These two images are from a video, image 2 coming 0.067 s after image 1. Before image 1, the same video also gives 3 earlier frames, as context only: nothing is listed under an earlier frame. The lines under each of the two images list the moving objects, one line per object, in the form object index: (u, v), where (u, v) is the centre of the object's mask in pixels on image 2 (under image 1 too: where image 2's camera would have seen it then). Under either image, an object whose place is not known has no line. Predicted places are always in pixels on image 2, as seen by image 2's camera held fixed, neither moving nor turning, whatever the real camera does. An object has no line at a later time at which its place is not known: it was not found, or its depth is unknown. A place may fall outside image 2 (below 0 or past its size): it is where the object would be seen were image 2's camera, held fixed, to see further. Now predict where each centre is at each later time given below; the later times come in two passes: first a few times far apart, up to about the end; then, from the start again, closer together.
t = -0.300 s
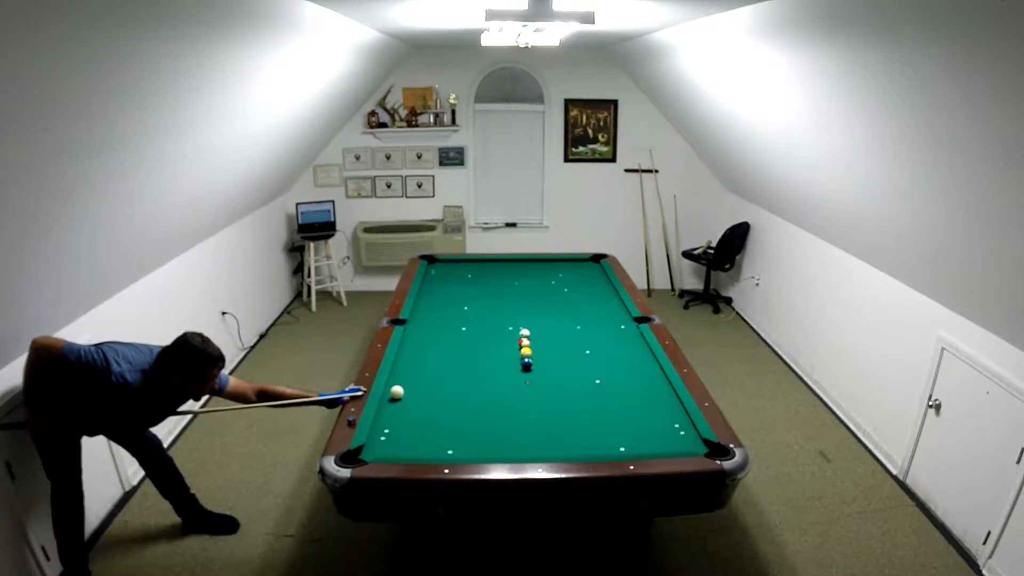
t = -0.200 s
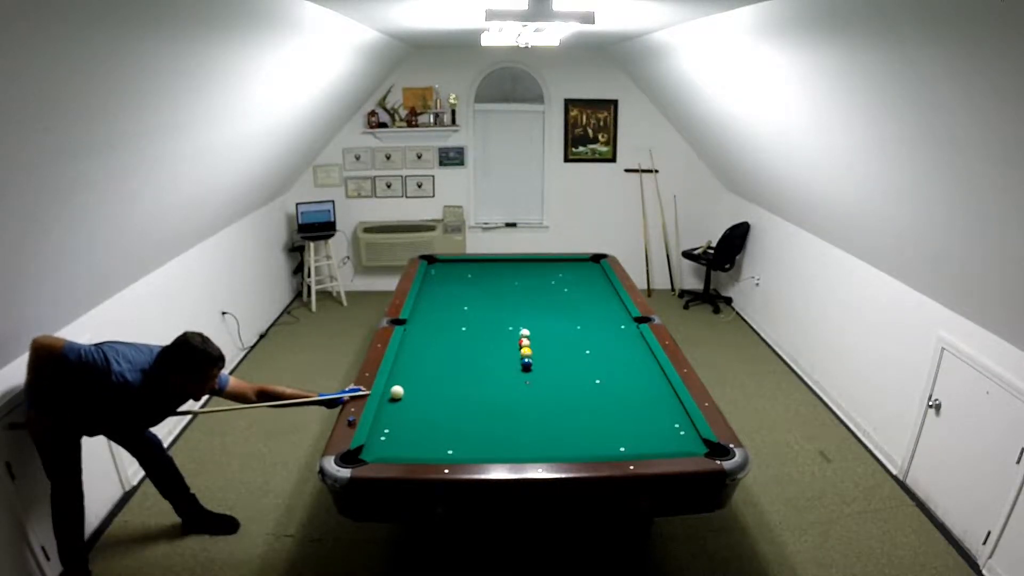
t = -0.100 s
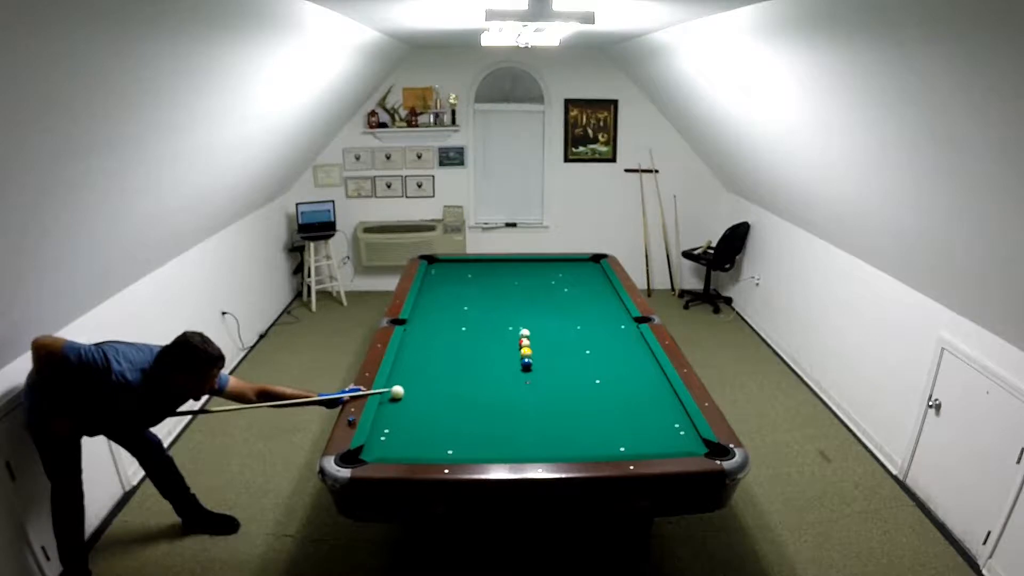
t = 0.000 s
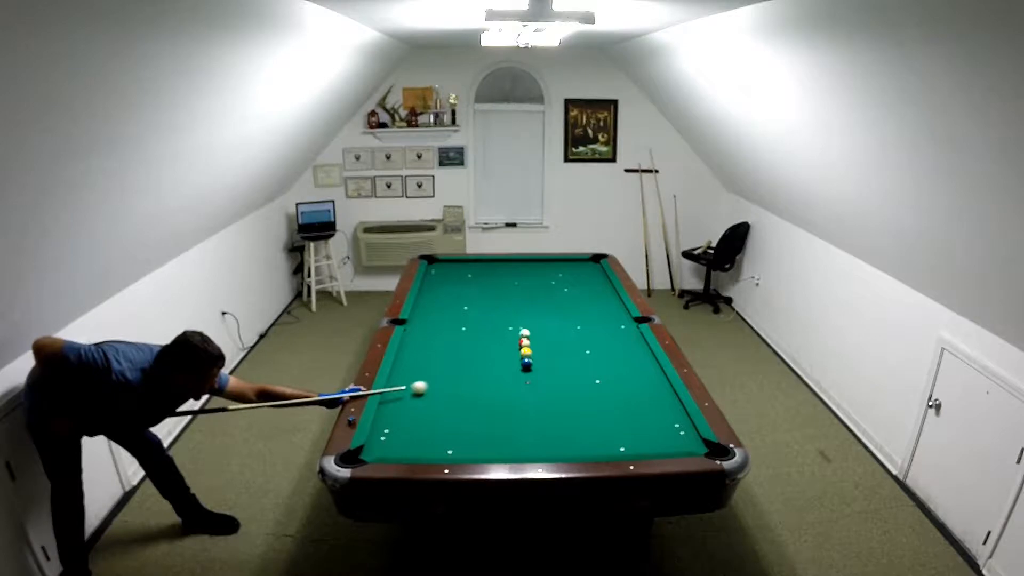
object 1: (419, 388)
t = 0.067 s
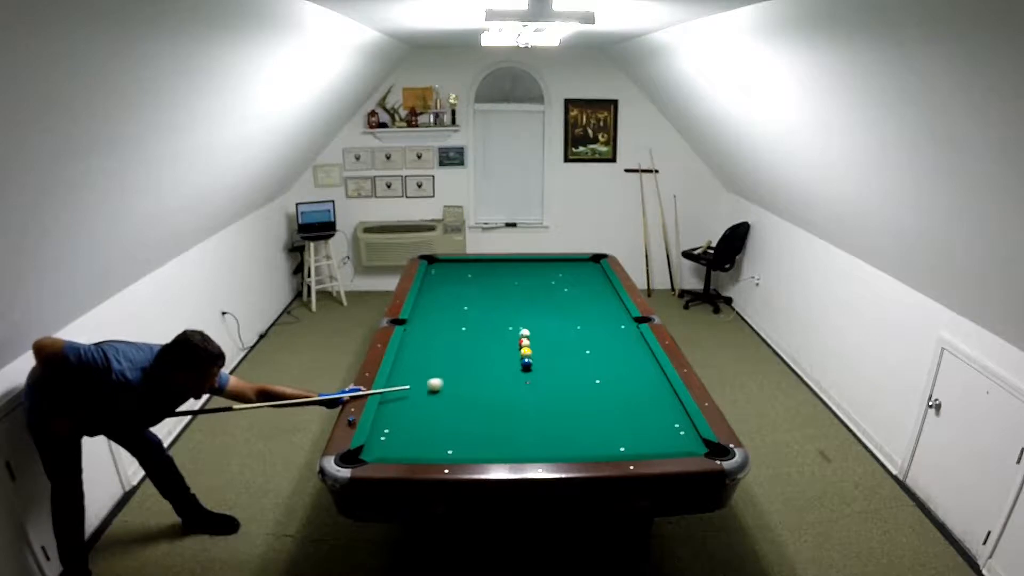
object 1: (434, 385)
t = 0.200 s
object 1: (465, 379)
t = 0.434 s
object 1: (514, 368)
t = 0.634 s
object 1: (528, 369)
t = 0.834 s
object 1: (542, 370)
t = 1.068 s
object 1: (557, 370)
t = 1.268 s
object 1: (569, 370)
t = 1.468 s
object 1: (580, 371)
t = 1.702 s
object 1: (592, 371)
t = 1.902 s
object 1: (602, 372)
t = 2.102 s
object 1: (611, 372)
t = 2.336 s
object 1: (620, 372)
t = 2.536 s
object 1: (628, 372)
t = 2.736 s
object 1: (634, 372)
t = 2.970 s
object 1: (640, 373)
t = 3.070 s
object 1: (644, 371)
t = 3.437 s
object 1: (646, 370)
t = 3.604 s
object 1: (652, 372)
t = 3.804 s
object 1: (655, 372)
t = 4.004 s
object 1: (656, 372)
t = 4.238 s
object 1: (657, 373)
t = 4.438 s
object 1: (657, 373)
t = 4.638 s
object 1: (657, 373)
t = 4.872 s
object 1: (657, 372)
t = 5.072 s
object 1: (657, 373)
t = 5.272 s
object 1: (657, 373)
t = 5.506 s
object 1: (657, 373)
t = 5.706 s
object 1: (657, 373)
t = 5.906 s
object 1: (657, 373)
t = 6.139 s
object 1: (657, 373)
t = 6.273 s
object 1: (657, 373)
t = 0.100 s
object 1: (442, 383)
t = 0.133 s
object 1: (450, 382)
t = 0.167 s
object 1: (458, 380)
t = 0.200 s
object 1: (465, 379)
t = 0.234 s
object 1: (472, 377)
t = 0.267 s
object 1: (479, 375)
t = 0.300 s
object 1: (486, 374)
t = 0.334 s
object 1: (494, 373)
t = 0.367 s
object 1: (500, 371)
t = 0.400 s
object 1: (507, 370)
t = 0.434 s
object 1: (514, 368)
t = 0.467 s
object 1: (518, 368)
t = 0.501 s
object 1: (519, 369)
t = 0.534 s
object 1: (521, 369)
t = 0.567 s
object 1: (524, 369)
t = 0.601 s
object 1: (526, 369)
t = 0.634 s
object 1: (528, 369)
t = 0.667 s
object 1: (530, 369)
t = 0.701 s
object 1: (533, 369)
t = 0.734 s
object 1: (535, 369)
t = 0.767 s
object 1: (538, 369)
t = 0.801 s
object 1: (540, 369)
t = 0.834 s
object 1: (542, 370)
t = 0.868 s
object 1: (544, 370)
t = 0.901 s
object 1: (546, 370)
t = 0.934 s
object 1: (549, 370)
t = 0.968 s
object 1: (551, 370)
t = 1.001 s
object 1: (553, 370)
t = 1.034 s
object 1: (555, 370)
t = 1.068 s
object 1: (557, 370)
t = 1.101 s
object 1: (559, 370)
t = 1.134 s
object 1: (561, 370)
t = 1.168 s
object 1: (563, 370)
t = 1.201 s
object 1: (565, 370)
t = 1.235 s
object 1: (567, 370)
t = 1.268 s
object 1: (569, 370)
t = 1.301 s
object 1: (571, 370)
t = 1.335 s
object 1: (573, 371)
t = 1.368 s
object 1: (575, 371)
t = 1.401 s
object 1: (577, 371)
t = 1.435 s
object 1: (578, 371)
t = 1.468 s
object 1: (580, 371)
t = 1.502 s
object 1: (582, 371)
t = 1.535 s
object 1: (584, 371)
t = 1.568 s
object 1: (586, 371)
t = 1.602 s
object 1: (587, 371)
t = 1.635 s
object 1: (589, 371)
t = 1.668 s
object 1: (591, 371)
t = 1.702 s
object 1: (592, 371)
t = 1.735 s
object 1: (594, 371)
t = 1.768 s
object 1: (596, 371)
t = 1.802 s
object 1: (597, 371)
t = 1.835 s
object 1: (599, 371)
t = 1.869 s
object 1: (601, 372)
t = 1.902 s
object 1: (602, 372)
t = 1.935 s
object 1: (604, 371)
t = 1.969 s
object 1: (605, 371)
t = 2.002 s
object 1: (607, 372)
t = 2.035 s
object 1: (608, 372)
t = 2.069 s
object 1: (610, 372)
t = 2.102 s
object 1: (611, 372)
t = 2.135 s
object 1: (612, 372)
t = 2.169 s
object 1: (614, 372)
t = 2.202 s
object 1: (615, 372)
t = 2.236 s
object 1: (617, 372)
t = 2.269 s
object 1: (618, 372)
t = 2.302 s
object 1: (619, 372)
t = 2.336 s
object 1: (620, 372)
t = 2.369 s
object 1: (622, 372)
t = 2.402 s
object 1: (623, 372)
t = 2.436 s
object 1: (624, 372)
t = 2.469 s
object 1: (625, 372)
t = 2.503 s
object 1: (626, 372)
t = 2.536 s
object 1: (628, 372)
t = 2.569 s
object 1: (629, 372)
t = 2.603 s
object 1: (630, 372)
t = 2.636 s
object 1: (631, 372)
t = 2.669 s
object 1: (632, 372)
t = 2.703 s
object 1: (633, 372)
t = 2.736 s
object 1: (634, 372)
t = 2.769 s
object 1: (635, 373)
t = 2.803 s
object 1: (636, 373)
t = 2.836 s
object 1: (637, 372)
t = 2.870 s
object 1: (638, 372)
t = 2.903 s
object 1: (638, 372)
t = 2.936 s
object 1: (639, 372)
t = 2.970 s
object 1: (640, 373)
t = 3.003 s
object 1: (641, 373)
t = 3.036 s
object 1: (642, 372)
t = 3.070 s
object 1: (644, 371)
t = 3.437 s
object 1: (646, 370)
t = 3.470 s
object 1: (650, 371)
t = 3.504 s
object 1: (651, 372)
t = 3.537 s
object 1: (651, 372)
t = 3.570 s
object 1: (652, 372)
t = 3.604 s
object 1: (652, 372)
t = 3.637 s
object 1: (653, 372)
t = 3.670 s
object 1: (653, 372)
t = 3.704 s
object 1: (653, 372)
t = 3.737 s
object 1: (654, 372)
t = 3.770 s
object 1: (654, 372)
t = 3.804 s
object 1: (655, 372)
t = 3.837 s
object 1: (655, 372)
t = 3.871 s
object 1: (655, 372)
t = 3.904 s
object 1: (655, 372)
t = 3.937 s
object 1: (656, 372)
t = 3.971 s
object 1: (656, 373)
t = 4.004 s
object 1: (656, 372)
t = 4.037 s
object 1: (656, 372)
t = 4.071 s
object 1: (657, 373)
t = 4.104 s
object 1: (657, 372)
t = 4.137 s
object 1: (657, 372)
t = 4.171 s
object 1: (657, 373)
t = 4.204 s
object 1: (657, 373)
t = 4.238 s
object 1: (657, 373)
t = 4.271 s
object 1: (657, 373)
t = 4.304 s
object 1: (657, 373)
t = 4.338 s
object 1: (657, 372)
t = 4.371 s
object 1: (657, 373)
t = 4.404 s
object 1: (657, 373)
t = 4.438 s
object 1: (657, 373)
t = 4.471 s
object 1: (657, 373)
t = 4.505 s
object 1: (657, 373)
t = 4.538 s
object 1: (657, 373)
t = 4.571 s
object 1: (657, 373)
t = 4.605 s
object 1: (657, 373)
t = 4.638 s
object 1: (657, 373)
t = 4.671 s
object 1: (657, 373)
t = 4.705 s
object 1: (657, 373)
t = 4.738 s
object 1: (657, 373)
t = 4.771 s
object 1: (657, 373)
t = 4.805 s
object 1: (657, 373)
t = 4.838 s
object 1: (657, 373)
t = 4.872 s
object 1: (657, 372)
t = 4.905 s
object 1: (657, 373)
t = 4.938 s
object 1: (657, 373)
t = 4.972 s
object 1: (657, 372)
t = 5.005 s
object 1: (657, 373)
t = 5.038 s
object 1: (657, 373)
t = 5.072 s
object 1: (657, 373)
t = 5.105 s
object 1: (657, 373)
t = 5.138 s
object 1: (657, 373)
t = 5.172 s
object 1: (657, 373)
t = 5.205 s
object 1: (657, 372)
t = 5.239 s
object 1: (657, 373)
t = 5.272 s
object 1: (657, 373)
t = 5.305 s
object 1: (657, 373)
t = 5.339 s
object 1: (657, 373)
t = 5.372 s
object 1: (657, 373)
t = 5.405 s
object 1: (657, 372)
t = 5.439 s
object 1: (657, 373)
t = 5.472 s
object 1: (657, 373)
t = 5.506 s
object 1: (657, 373)
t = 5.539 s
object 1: (657, 373)
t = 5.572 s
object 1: (657, 373)
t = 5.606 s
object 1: (657, 373)
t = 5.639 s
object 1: (657, 373)
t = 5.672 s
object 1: (657, 373)
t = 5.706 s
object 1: (657, 373)
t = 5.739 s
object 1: (657, 373)
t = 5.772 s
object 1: (657, 373)
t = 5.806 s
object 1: (657, 373)
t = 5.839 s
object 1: (657, 373)
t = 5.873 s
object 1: (657, 373)
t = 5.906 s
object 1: (657, 373)
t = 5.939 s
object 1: (657, 373)
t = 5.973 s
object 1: (657, 373)
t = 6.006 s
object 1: (657, 373)
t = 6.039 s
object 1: (657, 373)
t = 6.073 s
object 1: (657, 373)
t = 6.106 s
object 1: (657, 373)
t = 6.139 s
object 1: (657, 373)
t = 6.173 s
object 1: (657, 373)
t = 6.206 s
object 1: (657, 373)
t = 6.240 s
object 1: (657, 373)
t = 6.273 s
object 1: (657, 373)
